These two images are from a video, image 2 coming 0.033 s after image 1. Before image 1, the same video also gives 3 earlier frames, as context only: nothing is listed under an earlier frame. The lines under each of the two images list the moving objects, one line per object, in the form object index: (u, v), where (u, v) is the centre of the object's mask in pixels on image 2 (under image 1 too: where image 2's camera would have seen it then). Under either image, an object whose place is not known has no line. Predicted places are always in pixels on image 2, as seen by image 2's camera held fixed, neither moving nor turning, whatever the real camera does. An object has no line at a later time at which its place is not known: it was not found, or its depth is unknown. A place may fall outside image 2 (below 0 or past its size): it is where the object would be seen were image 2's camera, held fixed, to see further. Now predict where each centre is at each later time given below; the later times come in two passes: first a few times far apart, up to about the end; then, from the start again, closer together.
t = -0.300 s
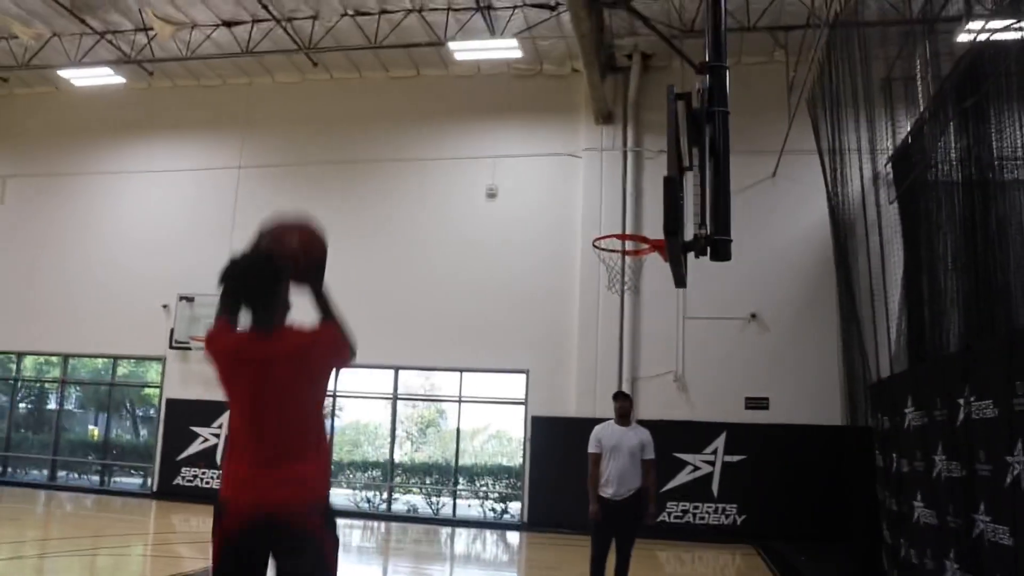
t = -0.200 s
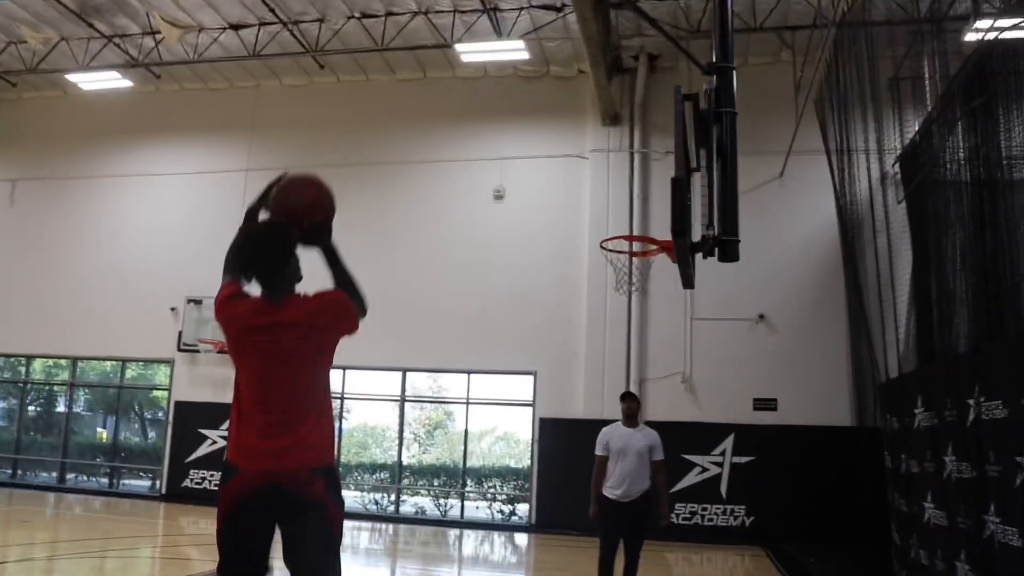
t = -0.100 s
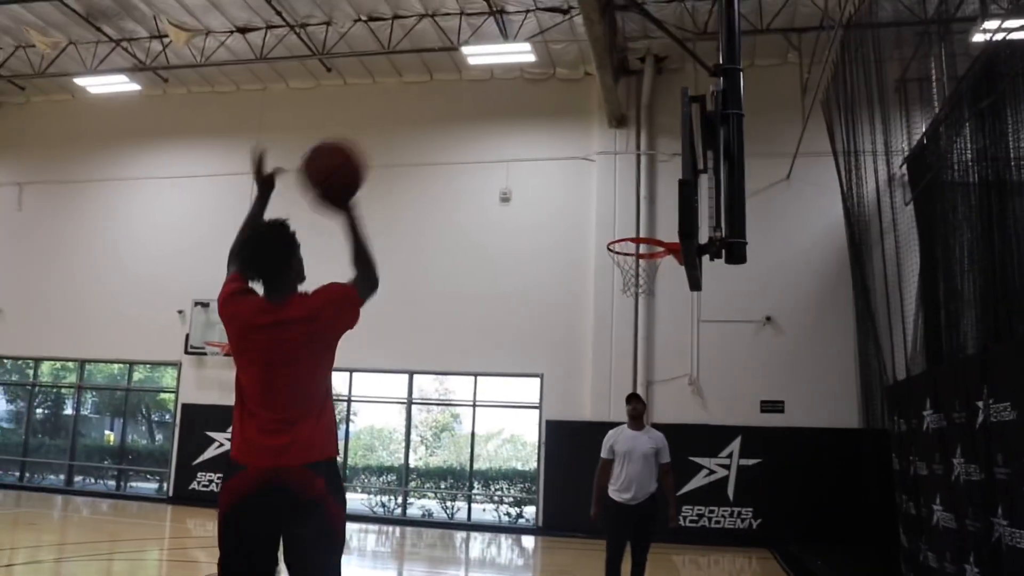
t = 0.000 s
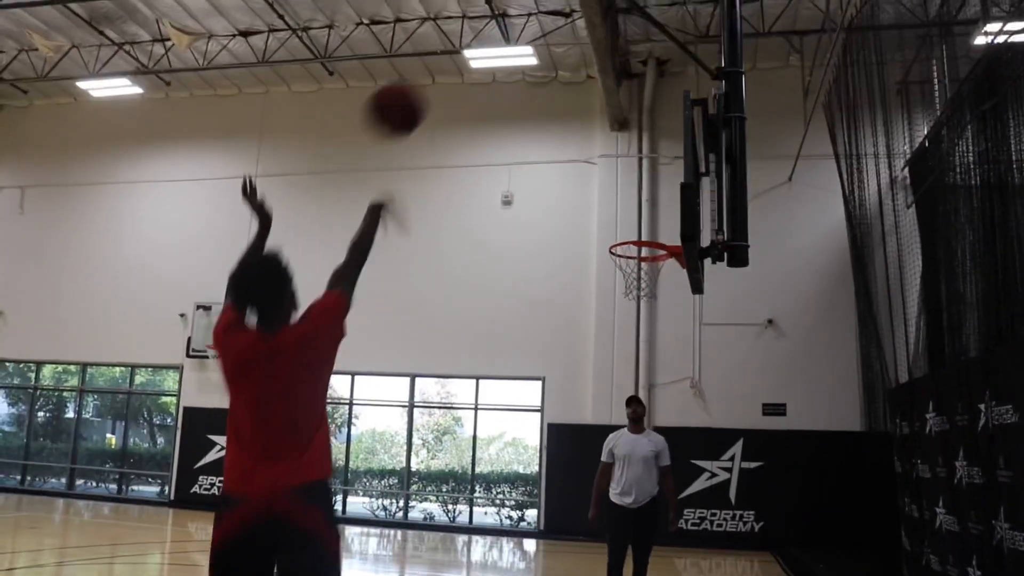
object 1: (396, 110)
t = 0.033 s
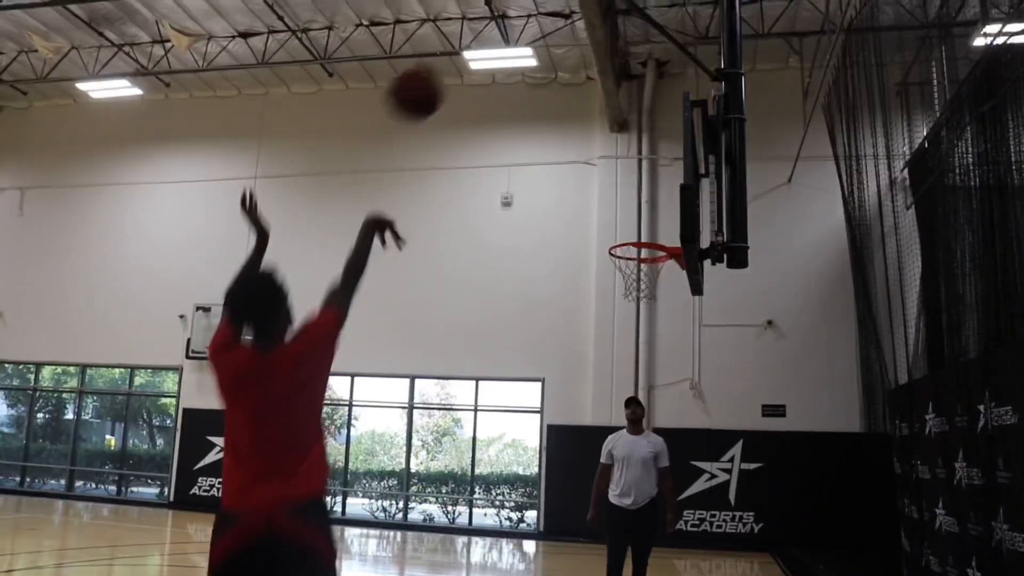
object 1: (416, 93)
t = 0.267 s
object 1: (515, 53)
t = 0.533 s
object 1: (580, 111)
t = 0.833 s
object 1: (627, 249)
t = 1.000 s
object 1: (672, 296)
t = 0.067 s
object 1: (435, 80)
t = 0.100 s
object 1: (449, 71)
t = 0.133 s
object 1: (464, 62)
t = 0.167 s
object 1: (478, 57)
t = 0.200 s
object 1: (492, 54)
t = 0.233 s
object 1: (504, 52)
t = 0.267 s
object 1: (515, 53)
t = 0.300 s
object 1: (525, 56)
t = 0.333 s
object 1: (536, 61)
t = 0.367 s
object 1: (544, 67)
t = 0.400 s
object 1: (552, 73)
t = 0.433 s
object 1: (559, 81)
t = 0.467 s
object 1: (567, 90)
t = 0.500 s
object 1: (574, 100)
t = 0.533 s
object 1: (580, 111)
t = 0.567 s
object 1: (587, 123)
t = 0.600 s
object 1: (592, 136)
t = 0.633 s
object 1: (598, 150)
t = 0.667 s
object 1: (604, 164)
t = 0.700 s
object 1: (609, 180)
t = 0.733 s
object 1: (614, 196)
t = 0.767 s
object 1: (618, 213)
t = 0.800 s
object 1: (623, 230)
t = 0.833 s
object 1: (627, 249)
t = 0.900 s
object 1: (650, 280)
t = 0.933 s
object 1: (656, 284)
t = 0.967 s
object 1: (665, 290)
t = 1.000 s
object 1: (672, 296)
